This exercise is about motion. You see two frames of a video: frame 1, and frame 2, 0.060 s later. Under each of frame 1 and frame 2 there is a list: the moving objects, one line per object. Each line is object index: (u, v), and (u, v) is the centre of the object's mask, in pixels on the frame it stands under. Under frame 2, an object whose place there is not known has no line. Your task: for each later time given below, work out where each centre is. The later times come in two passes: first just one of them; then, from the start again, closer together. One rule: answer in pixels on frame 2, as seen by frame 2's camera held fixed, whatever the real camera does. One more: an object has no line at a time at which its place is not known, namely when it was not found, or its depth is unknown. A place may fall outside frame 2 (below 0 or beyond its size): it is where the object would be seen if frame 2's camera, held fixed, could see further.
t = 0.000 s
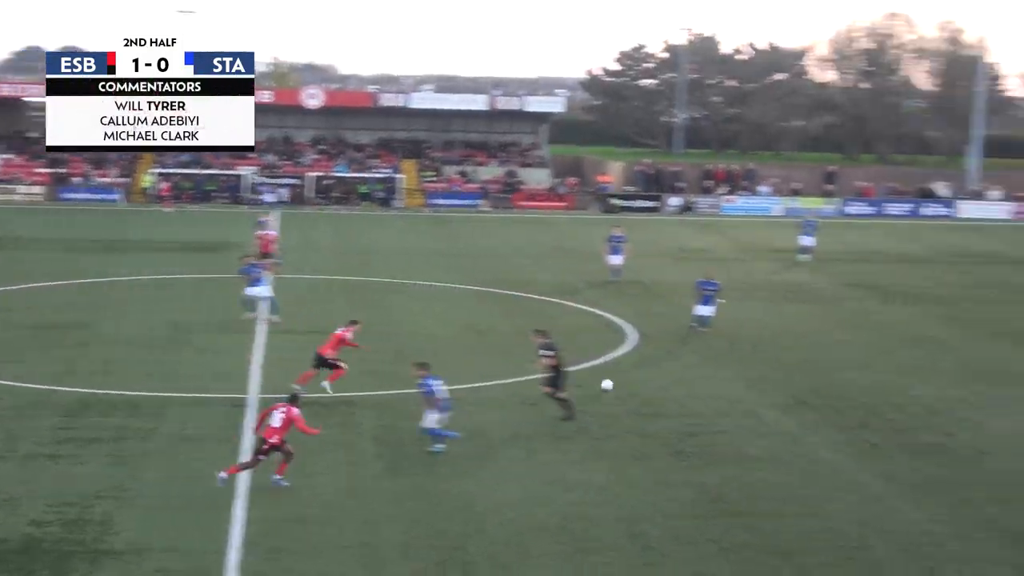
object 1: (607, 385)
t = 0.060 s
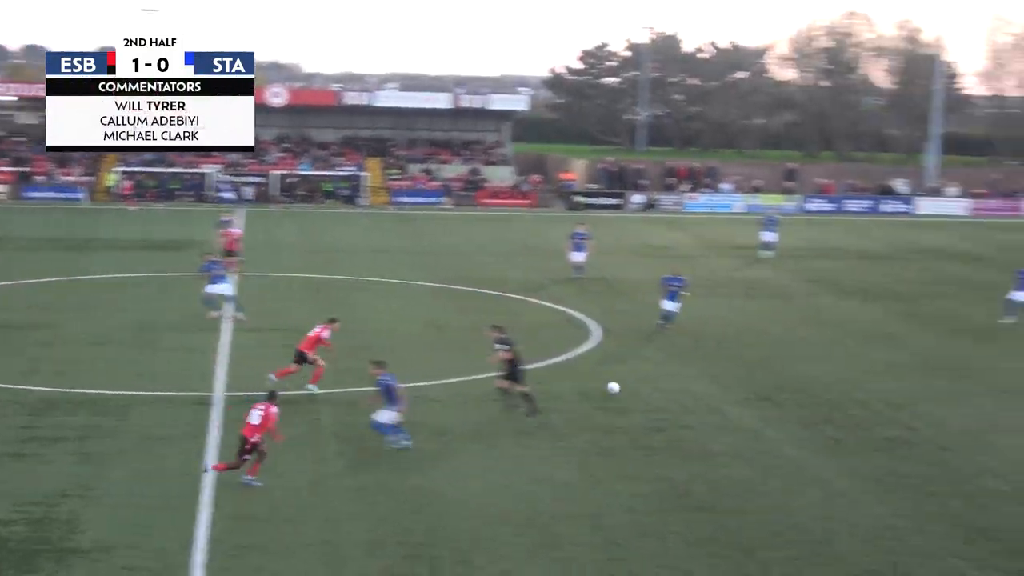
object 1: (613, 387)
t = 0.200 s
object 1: (713, 407)
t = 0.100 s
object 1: (641, 393)
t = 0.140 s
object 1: (670, 401)
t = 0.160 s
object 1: (684, 403)
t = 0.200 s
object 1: (713, 407)
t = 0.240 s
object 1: (742, 413)
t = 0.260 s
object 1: (758, 416)
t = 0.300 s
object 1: (788, 424)
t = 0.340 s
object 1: (819, 428)
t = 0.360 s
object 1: (835, 432)
